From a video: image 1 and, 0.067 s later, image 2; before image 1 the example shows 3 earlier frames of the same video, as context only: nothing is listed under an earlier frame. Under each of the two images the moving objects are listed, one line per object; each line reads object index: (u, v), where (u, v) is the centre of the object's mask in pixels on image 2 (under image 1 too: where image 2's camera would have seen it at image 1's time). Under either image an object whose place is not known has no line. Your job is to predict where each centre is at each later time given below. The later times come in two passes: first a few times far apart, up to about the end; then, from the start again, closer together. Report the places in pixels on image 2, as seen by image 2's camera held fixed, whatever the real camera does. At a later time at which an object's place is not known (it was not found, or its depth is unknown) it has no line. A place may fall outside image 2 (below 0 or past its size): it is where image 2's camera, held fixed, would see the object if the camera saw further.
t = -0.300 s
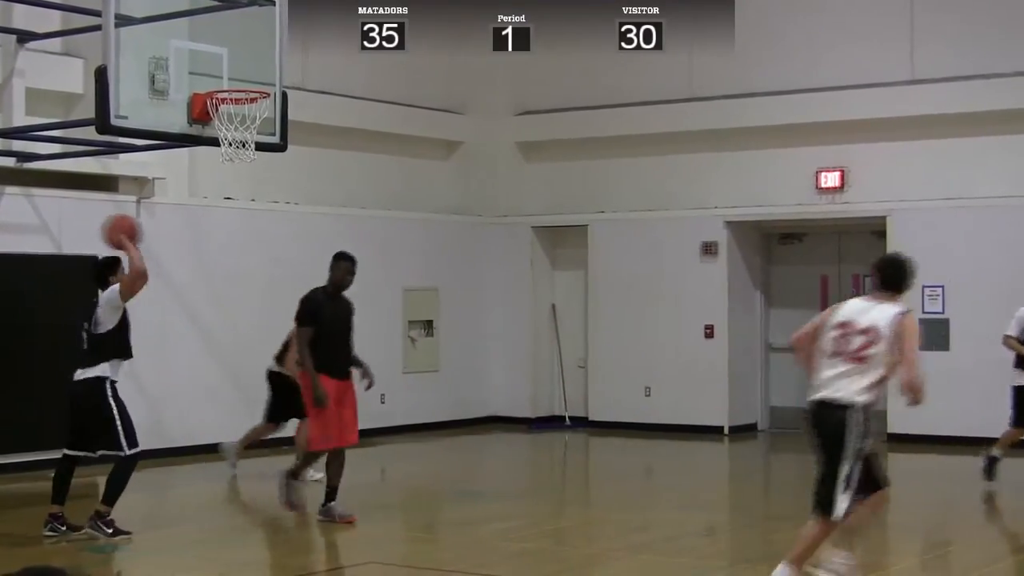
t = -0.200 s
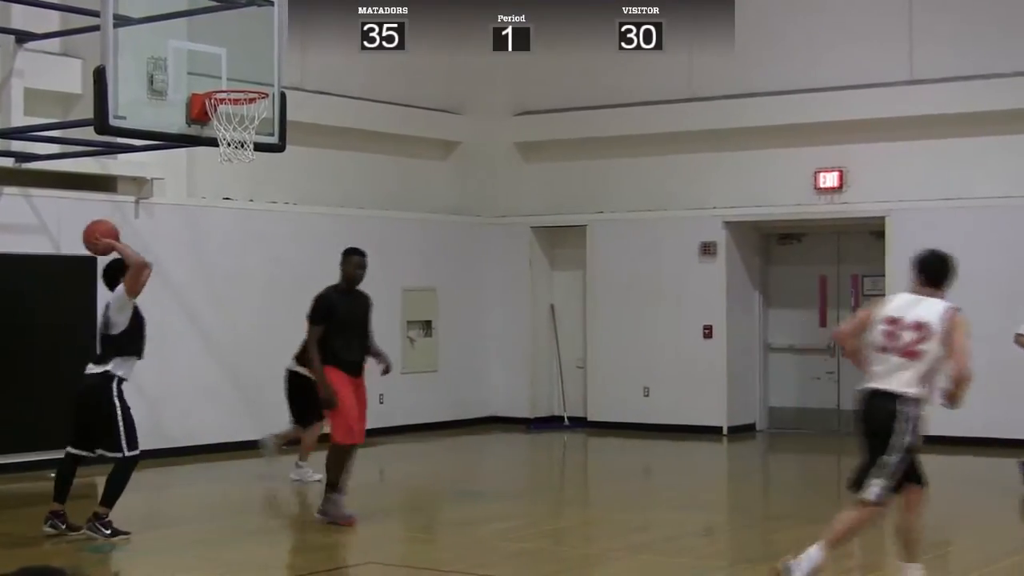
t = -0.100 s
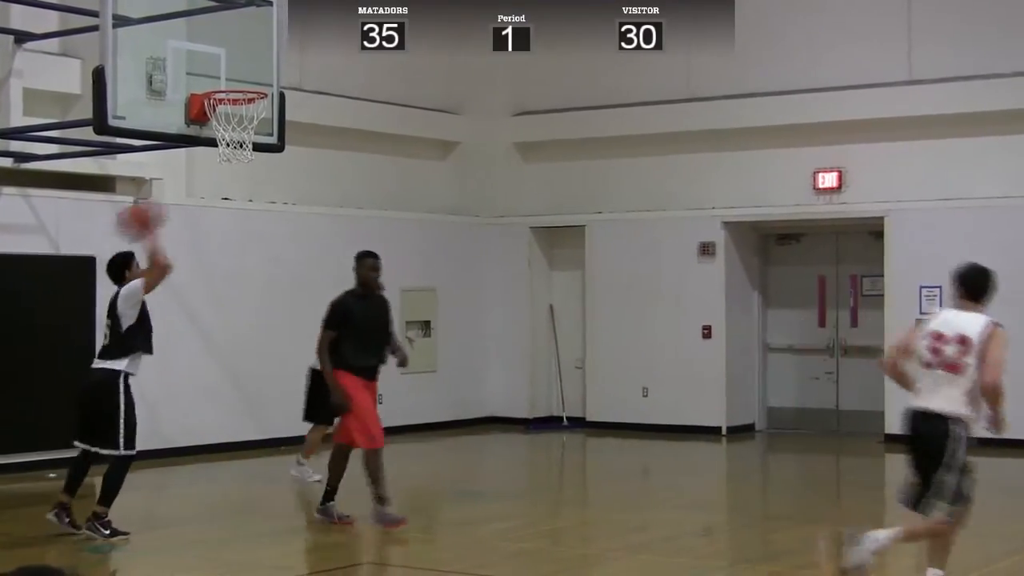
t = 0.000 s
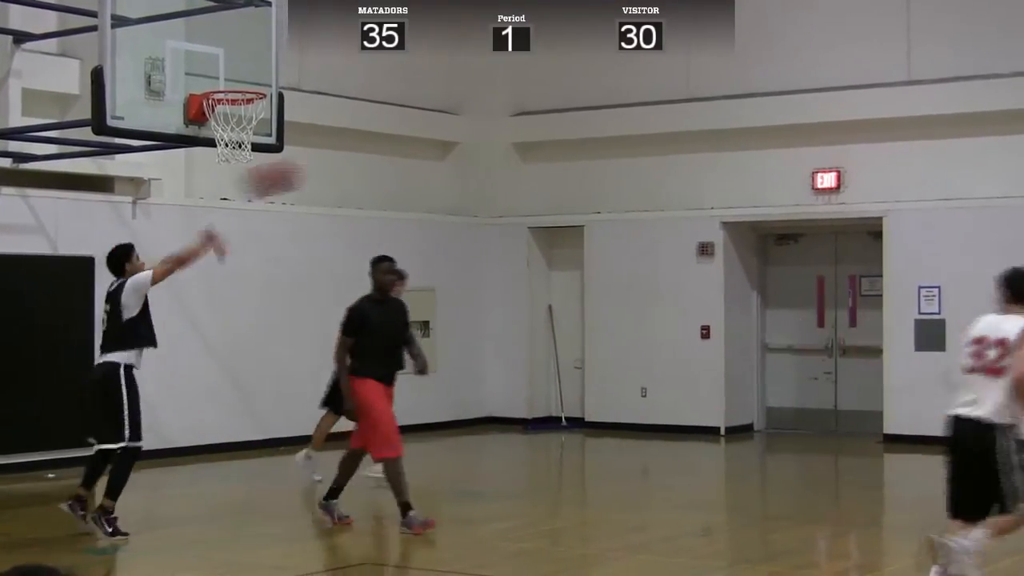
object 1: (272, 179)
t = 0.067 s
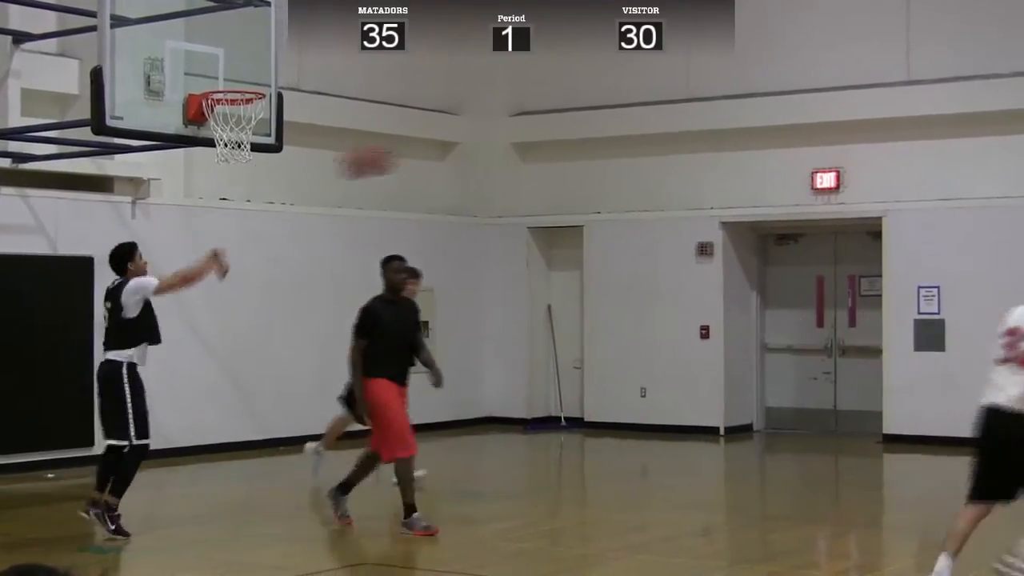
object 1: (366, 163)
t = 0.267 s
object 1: (634, 147)
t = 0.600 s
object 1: (1018, 243)
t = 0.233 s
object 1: (590, 145)
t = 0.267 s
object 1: (634, 147)
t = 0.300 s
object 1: (675, 151)
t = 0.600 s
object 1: (1018, 243)
